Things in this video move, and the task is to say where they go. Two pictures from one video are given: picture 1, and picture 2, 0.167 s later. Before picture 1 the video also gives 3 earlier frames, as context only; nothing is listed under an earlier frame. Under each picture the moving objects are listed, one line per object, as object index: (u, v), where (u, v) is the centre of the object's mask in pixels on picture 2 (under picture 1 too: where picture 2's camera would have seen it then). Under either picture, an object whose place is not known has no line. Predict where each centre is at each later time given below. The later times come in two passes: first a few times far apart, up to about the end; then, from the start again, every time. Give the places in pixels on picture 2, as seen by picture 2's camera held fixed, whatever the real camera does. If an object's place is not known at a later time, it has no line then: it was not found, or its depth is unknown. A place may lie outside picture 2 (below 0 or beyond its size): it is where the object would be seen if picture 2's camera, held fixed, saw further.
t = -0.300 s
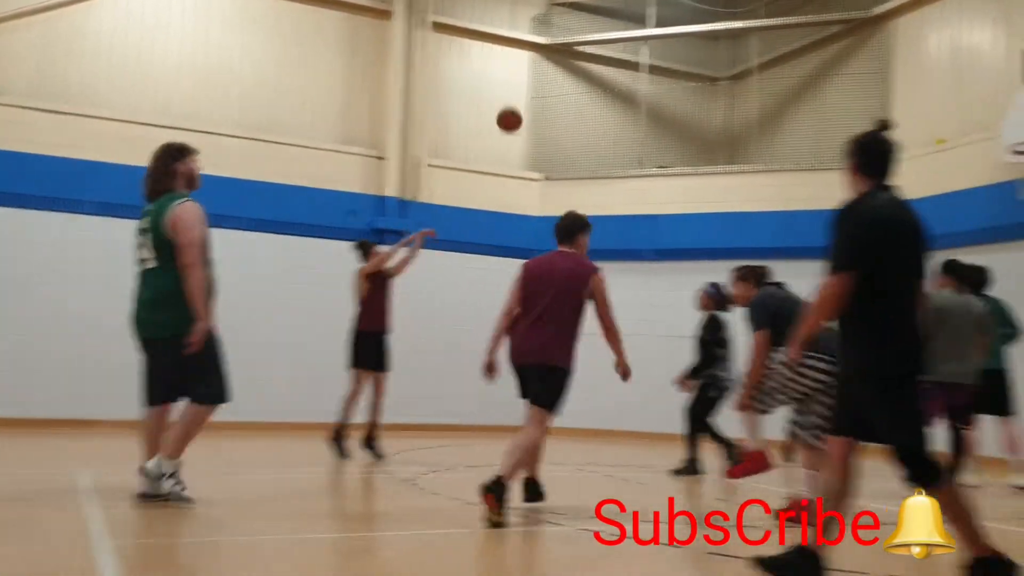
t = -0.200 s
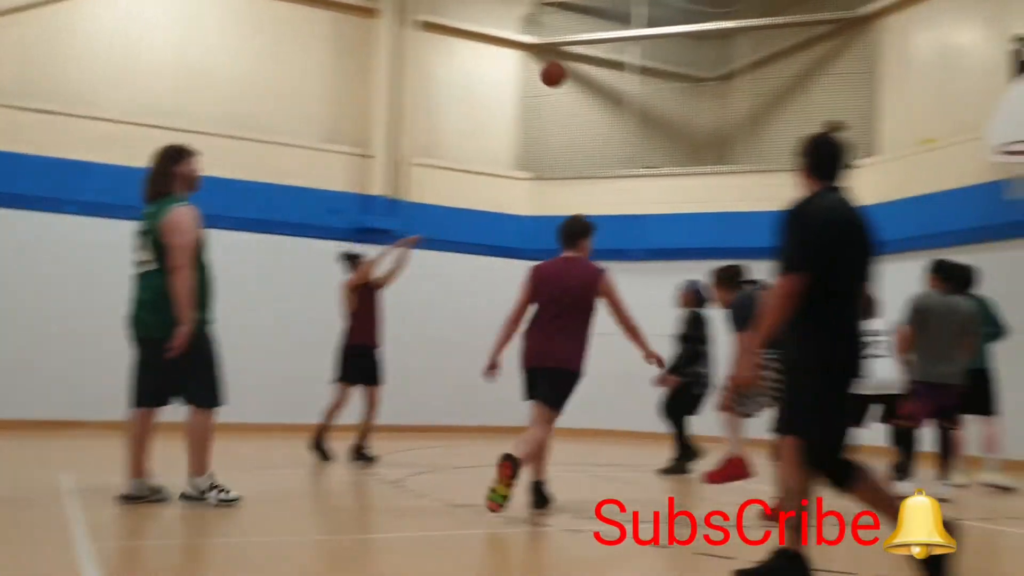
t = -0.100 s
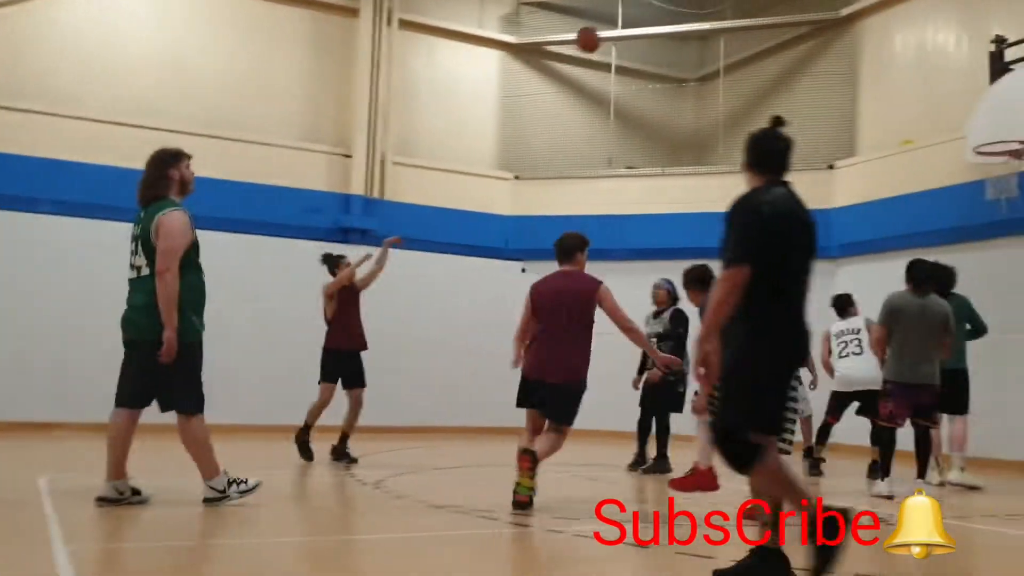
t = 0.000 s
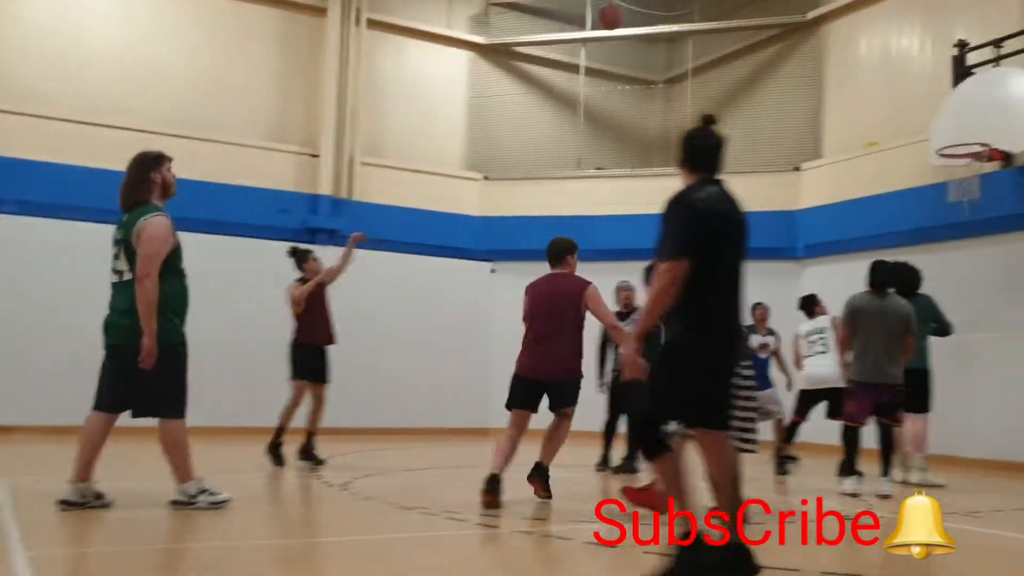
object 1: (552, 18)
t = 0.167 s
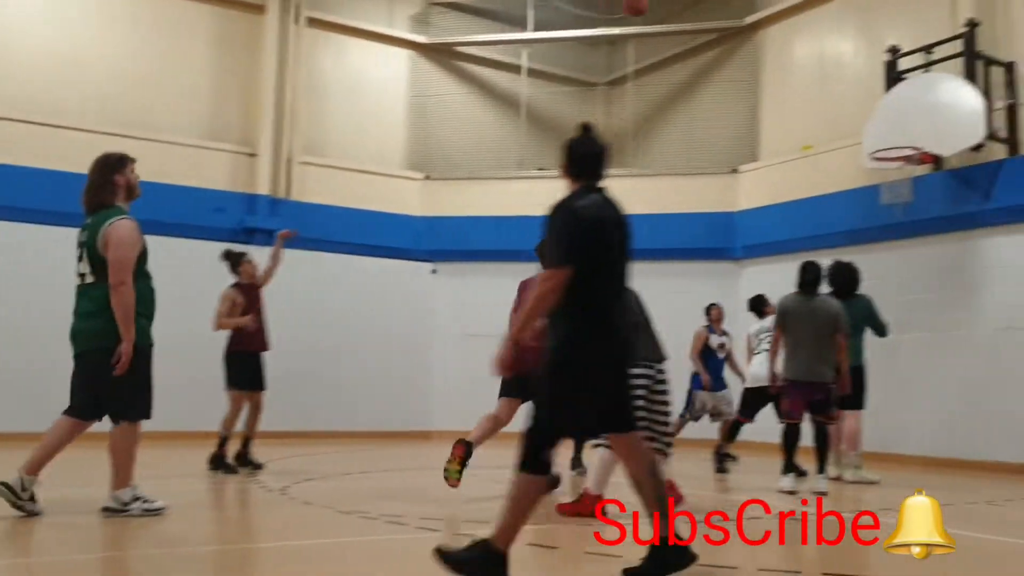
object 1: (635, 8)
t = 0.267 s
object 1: (684, 10)
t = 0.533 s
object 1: (814, 69)
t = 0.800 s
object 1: (911, 124)
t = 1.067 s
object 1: (940, 123)
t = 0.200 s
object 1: (652, 7)
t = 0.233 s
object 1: (669, 8)
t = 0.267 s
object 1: (684, 10)
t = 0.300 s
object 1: (701, 11)
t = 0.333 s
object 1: (718, 17)
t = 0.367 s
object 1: (734, 23)
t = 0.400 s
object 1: (751, 30)
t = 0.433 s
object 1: (766, 39)
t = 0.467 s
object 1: (782, 48)
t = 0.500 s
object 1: (798, 58)
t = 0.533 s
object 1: (814, 69)
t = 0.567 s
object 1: (830, 82)
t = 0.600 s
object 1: (846, 95)
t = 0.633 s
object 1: (861, 110)
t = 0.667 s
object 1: (877, 126)
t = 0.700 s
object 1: (891, 138)
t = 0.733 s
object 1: (897, 133)
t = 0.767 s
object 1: (904, 128)
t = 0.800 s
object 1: (911, 124)
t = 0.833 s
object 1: (918, 122)
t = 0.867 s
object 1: (924, 121)
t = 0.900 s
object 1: (931, 120)
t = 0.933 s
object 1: (938, 122)
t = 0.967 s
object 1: (944, 123)
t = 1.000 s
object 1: (942, 122)
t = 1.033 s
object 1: (941, 122)
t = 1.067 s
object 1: (940, 123)
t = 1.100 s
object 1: (938, 125)
